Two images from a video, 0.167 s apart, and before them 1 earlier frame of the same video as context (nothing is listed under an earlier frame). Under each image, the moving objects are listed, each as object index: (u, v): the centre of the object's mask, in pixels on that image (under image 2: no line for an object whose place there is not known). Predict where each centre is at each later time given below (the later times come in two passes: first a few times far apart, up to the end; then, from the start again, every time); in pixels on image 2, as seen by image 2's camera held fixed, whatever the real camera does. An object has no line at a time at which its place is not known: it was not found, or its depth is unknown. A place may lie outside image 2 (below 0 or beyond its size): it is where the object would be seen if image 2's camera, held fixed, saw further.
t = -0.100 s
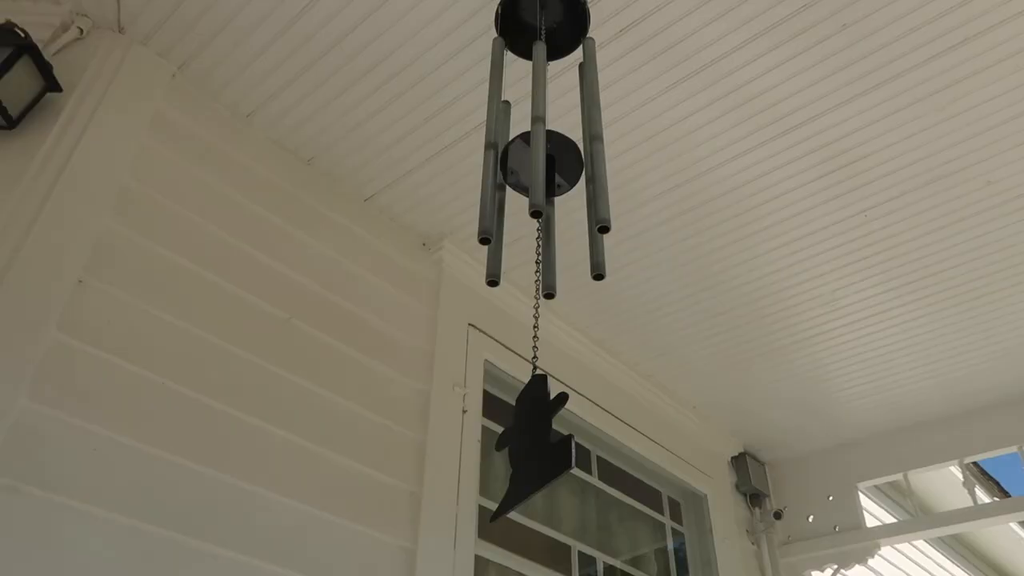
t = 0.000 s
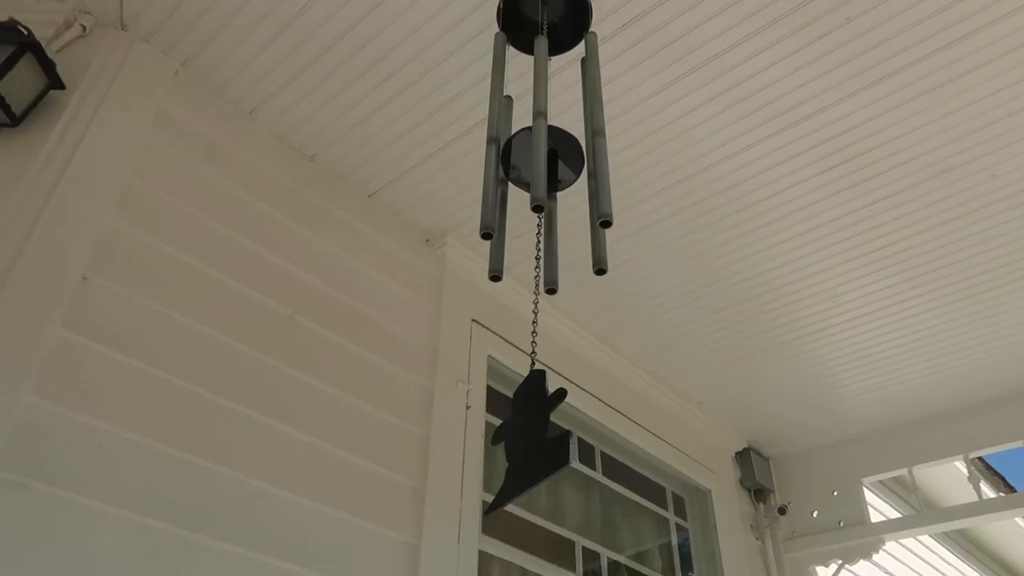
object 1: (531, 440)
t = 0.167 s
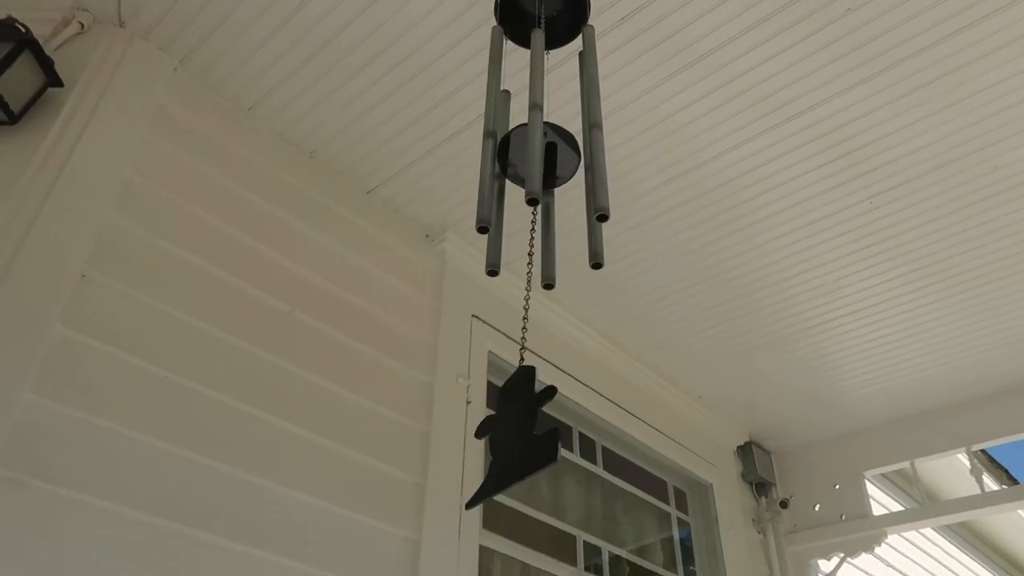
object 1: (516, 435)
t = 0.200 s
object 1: (514, 436)
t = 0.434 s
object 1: (510, 440)
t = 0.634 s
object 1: (518, 442)
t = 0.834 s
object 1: (530, 439)
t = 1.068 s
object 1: (540, 436)
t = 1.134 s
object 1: (542, 436)
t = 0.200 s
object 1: (514, 436)
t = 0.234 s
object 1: (513, 436)
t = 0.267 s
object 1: (511, 437)
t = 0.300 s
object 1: (510, 438)
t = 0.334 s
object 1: (510, 438)
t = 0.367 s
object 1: (510, 439)
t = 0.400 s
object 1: (510, 439)
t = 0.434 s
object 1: (510, 440)
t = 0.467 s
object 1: (511, 440)
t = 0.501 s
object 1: (512, 441)
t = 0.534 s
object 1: (513, 441)
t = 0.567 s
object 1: (515, 441)
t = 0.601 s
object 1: (516, 442)
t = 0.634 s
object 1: (518, 442)
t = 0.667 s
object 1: (520, 442)
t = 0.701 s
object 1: (521, 441)
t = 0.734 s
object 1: (523, 441)
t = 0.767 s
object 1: (525, 440)
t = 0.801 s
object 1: (527, 440)
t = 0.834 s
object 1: (530, 439)
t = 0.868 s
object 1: (531, 439)
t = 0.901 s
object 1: (533, 438)
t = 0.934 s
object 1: (535, 438)
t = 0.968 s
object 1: (537, 437)
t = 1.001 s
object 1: (538, 437)
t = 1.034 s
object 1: (539, 437)
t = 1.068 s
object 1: (540, 436)
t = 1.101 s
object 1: (541, 436)
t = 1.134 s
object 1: (542, 436)
